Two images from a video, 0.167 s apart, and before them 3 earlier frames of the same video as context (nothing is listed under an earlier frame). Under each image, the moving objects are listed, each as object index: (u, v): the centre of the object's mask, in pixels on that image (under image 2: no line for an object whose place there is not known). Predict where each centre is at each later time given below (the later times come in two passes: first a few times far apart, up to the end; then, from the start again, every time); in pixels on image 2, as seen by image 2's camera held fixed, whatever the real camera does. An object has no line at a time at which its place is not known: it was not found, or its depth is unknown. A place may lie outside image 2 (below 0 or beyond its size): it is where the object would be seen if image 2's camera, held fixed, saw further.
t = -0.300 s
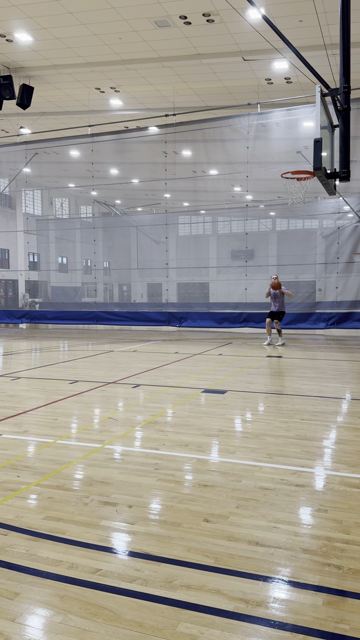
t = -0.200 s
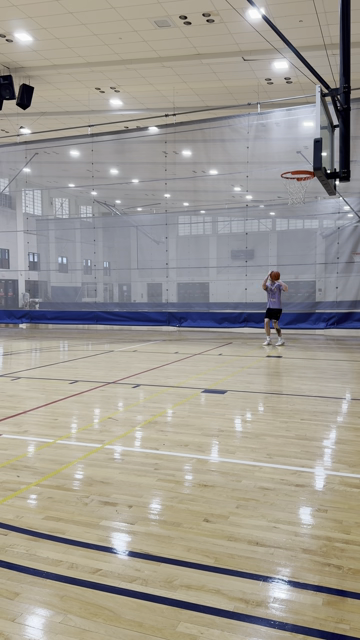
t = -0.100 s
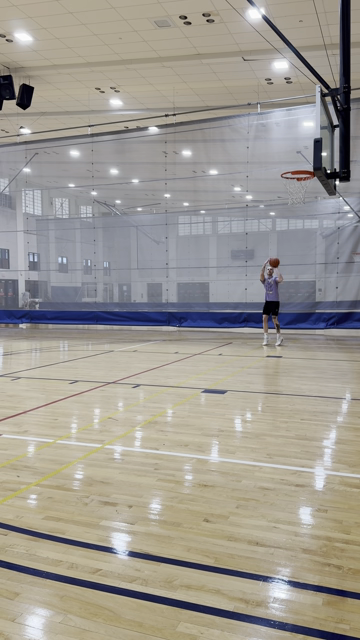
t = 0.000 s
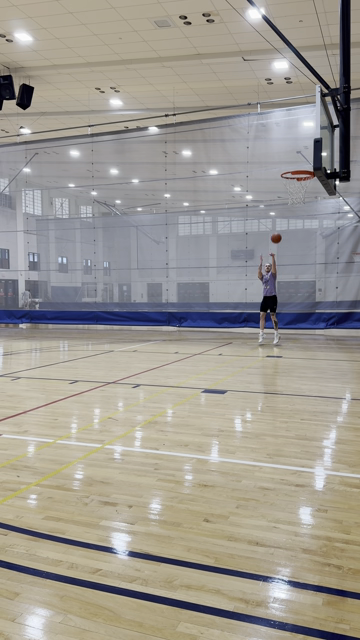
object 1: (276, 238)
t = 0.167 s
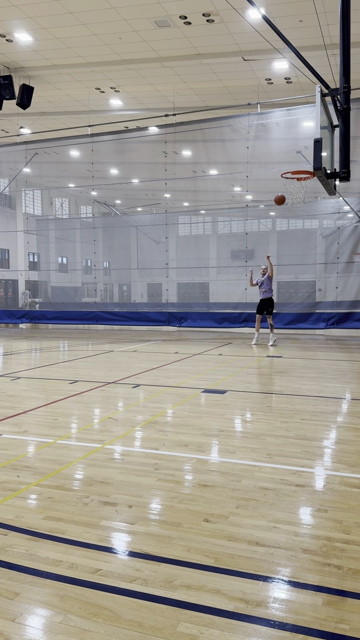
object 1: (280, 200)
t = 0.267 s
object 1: (282, 180)
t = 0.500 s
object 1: (287, 151)
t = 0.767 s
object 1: (293, 150)
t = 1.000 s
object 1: (298, 172)
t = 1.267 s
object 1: (296, 195)
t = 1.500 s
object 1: (297, 243)
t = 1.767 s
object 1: (299, 344)
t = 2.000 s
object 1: (303, 316)
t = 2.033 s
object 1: (303, 307)
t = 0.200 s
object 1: (280, 192)
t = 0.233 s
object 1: (281, 187)
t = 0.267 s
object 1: (282, 180)
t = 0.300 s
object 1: (282, 175)
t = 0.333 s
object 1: (283, 170)
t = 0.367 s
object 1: (284, 165)
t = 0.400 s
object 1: (285, 161)
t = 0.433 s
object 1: (285, 157)
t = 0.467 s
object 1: (286, 153)
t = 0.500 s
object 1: (287, 151)
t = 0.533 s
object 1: (287, 148)
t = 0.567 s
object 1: (288, 147)
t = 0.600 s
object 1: (289, 146)
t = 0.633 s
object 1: (290, 145)
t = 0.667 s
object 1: (290, 145)
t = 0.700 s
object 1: (291, 146)
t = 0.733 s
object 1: (292, 147)
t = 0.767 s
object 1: (293, 150)
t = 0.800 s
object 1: (293, 152)
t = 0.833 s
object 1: (294, 156)
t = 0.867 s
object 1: (295, 160)
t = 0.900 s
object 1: (296, 164)
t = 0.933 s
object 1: (296, 170)
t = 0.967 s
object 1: (297, 171)
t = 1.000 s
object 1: (298, 172)
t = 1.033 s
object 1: (299, 173)
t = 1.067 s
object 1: (298, 174)
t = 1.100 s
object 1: (297, 176)
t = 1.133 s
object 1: (295, 180)
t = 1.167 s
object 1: (296, 182)
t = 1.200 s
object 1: (296, 186)
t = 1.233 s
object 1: (296, 190)
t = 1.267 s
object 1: (296, 195)
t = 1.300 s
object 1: (297, 198)
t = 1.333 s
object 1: (297, 203)
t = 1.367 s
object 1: (297, 210)
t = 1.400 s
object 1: (297, 217)
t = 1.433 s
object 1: (297, 225)
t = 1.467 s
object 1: (297, 234)
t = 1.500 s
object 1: (297, 243)
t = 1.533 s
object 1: (297, 254)
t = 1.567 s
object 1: (298, 264)
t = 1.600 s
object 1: (298, 276)
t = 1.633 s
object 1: (298, 288)
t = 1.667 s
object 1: (298, 301)
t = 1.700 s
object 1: (298, 315)
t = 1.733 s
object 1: (299, 329)
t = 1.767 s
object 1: (299, 344)
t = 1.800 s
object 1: (299, 360)
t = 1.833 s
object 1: (300, 367)
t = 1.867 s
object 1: (301, 355)
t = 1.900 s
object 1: (301, 344)
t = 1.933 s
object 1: (302, 334)
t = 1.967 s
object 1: (302, 324)
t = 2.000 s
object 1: (303, 316)
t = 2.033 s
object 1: (303, 307)
